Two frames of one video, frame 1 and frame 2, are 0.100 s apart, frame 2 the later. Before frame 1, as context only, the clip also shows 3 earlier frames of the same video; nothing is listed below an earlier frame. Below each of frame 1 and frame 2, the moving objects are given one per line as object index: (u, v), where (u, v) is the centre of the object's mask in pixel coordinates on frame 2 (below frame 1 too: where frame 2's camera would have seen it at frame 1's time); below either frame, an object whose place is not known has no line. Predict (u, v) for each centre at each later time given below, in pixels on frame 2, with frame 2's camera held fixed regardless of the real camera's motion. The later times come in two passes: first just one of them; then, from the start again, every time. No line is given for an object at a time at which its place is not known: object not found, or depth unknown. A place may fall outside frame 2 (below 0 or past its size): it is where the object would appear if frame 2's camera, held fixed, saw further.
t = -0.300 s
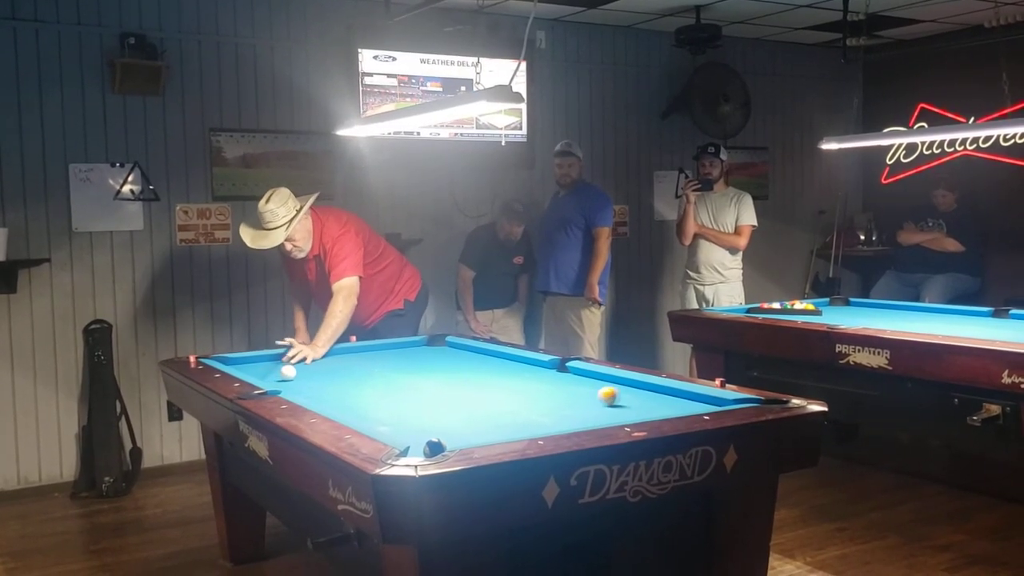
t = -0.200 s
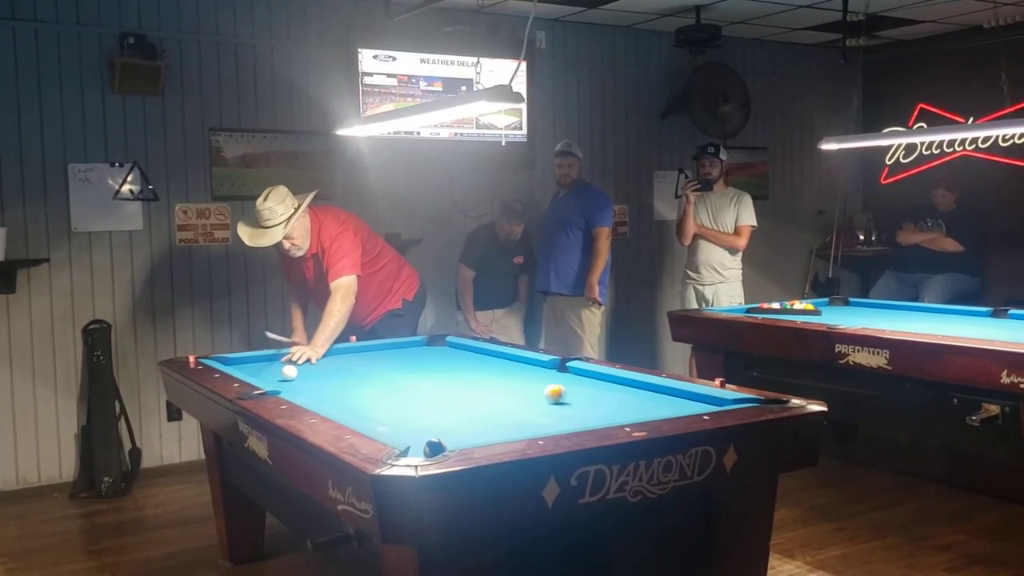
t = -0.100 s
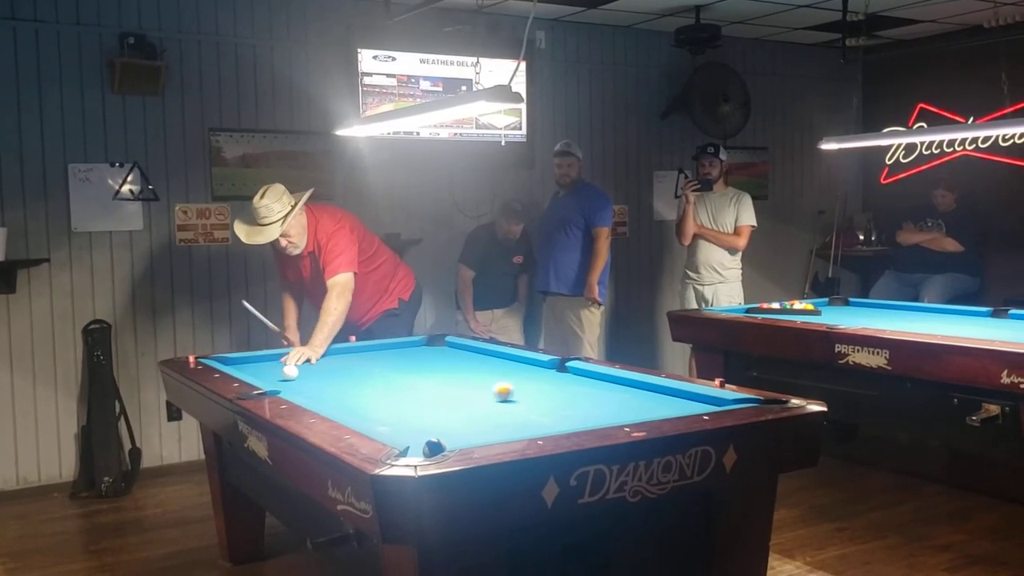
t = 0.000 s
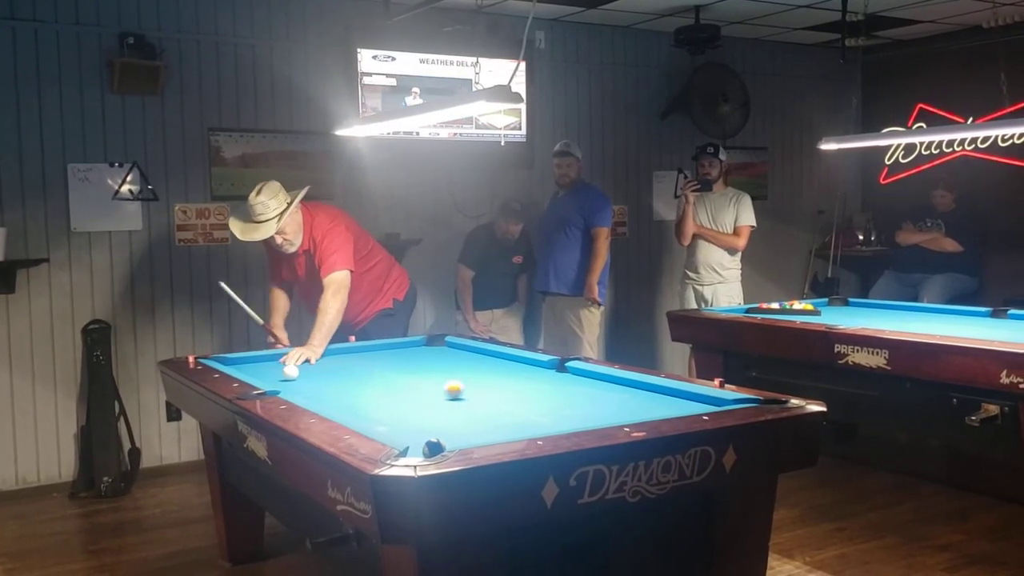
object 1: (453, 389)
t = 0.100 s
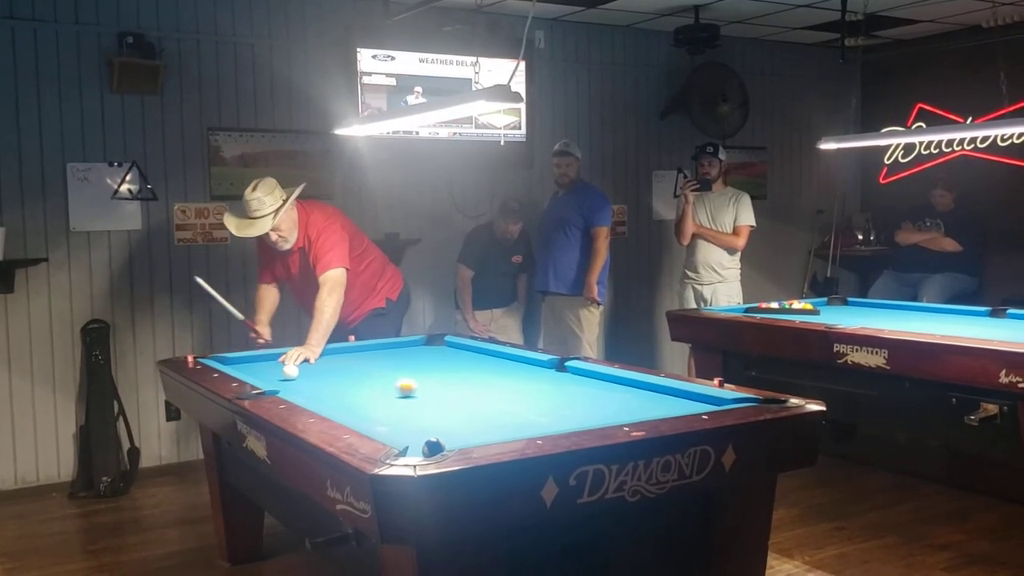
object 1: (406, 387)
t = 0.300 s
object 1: (317, 384)
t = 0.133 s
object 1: (391, 387)
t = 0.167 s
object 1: (375, 386)
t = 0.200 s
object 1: (360, 385)
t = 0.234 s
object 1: (346, 385)
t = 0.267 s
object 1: (331, 384)
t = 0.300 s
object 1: (317, 384)
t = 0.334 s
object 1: (302, 383)
